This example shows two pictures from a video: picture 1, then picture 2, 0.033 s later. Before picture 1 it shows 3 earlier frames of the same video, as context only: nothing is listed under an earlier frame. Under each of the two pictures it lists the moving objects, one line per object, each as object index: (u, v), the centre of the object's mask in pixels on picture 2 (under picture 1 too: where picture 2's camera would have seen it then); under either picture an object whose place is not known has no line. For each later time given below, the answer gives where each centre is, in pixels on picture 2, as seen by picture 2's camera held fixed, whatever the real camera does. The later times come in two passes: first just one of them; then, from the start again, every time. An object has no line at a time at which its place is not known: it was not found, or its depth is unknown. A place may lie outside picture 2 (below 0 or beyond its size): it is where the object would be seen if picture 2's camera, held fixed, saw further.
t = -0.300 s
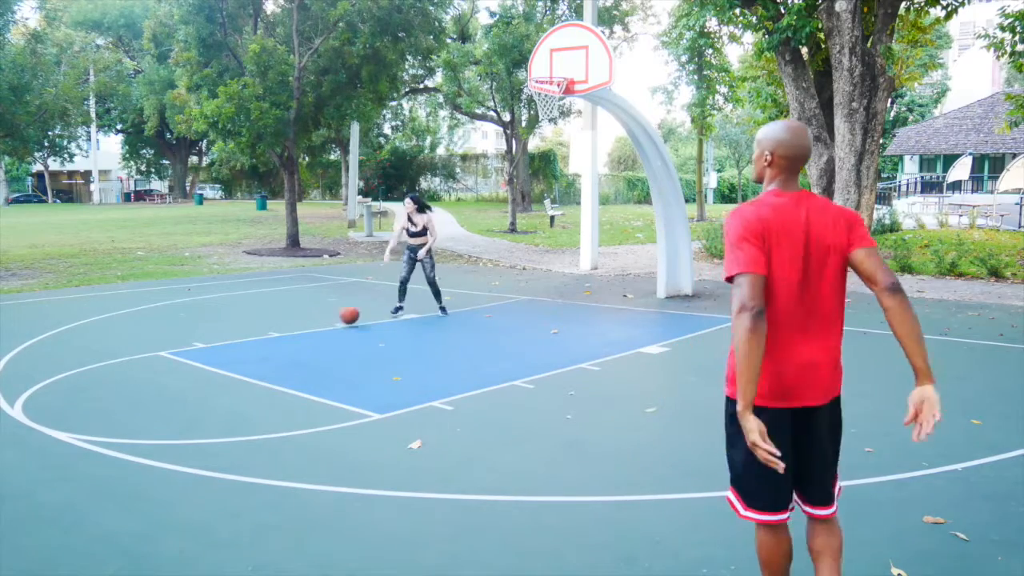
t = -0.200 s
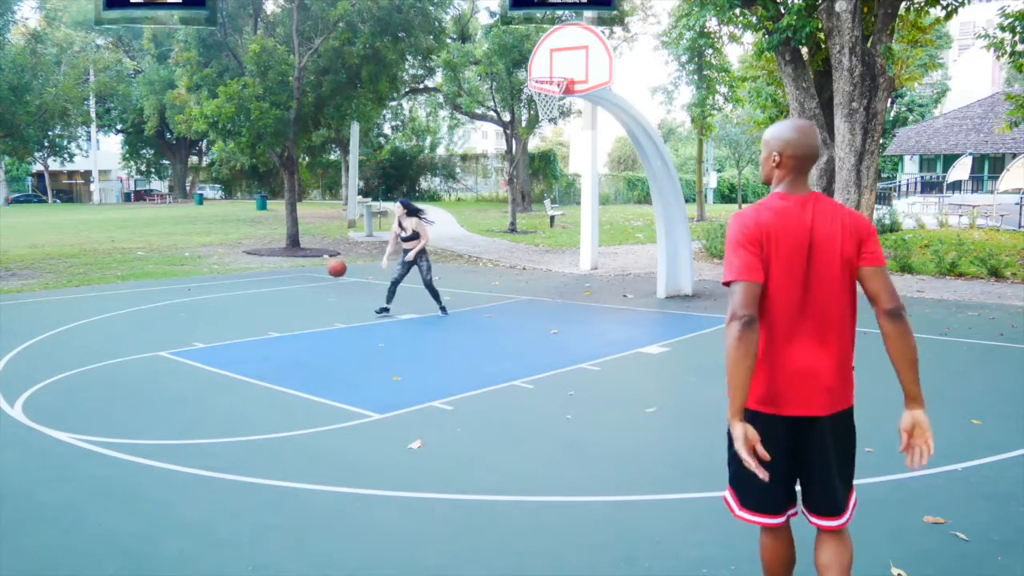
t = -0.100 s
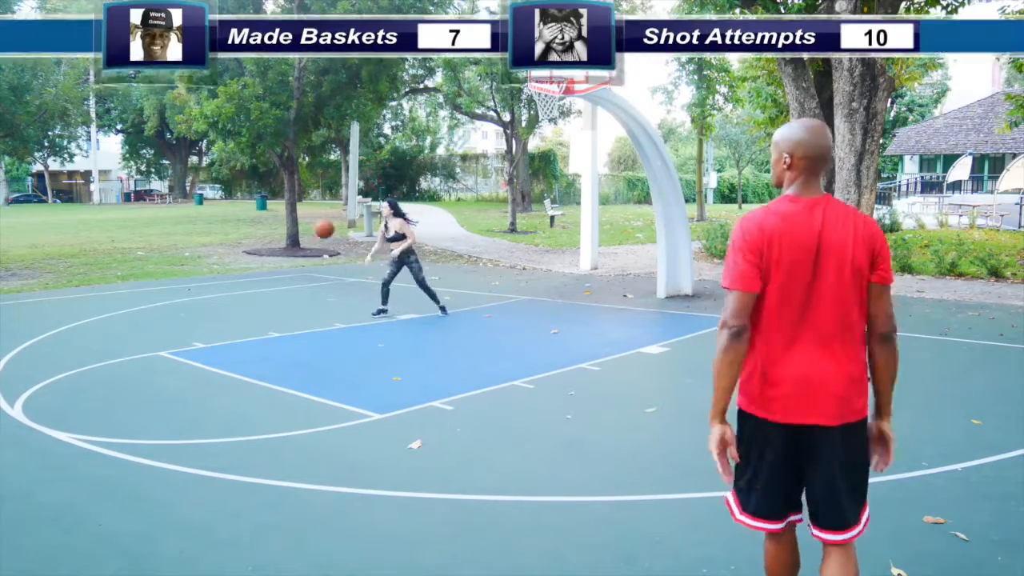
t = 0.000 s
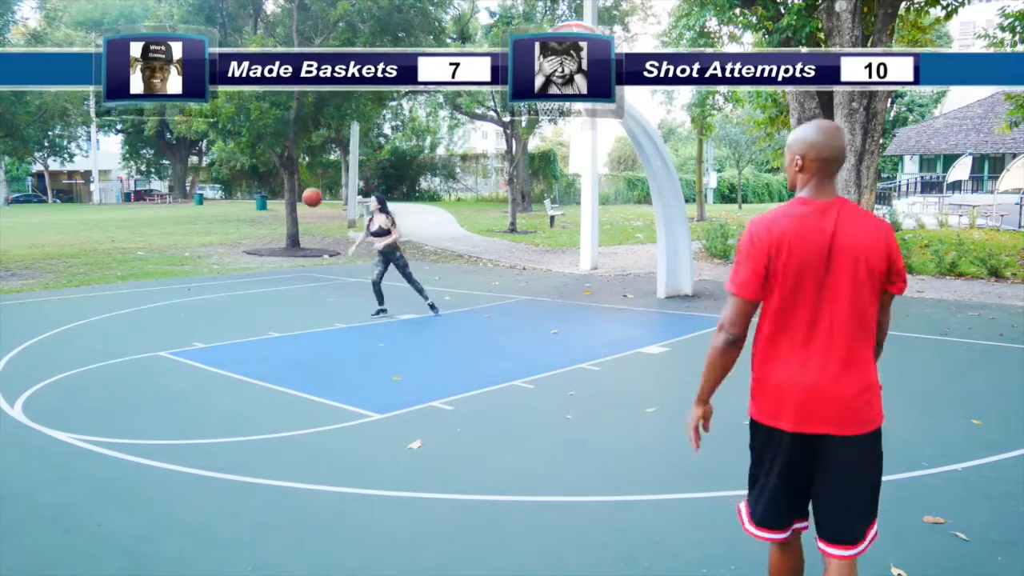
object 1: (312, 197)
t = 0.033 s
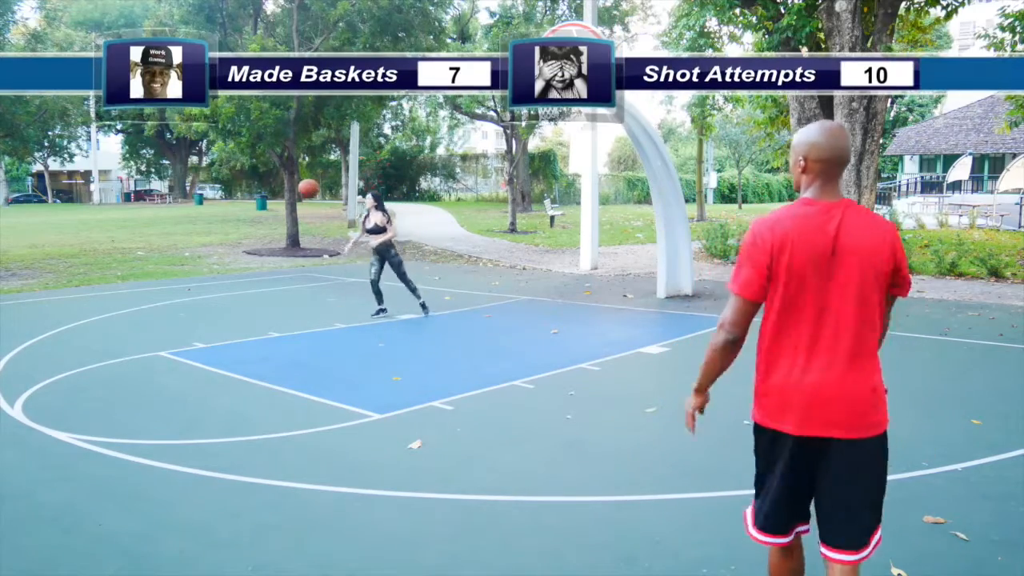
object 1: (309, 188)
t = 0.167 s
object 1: (293, 161)
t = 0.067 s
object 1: (304, 180)
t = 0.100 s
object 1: (300, 172)
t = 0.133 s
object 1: (297, 167)
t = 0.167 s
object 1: (293, 161)
